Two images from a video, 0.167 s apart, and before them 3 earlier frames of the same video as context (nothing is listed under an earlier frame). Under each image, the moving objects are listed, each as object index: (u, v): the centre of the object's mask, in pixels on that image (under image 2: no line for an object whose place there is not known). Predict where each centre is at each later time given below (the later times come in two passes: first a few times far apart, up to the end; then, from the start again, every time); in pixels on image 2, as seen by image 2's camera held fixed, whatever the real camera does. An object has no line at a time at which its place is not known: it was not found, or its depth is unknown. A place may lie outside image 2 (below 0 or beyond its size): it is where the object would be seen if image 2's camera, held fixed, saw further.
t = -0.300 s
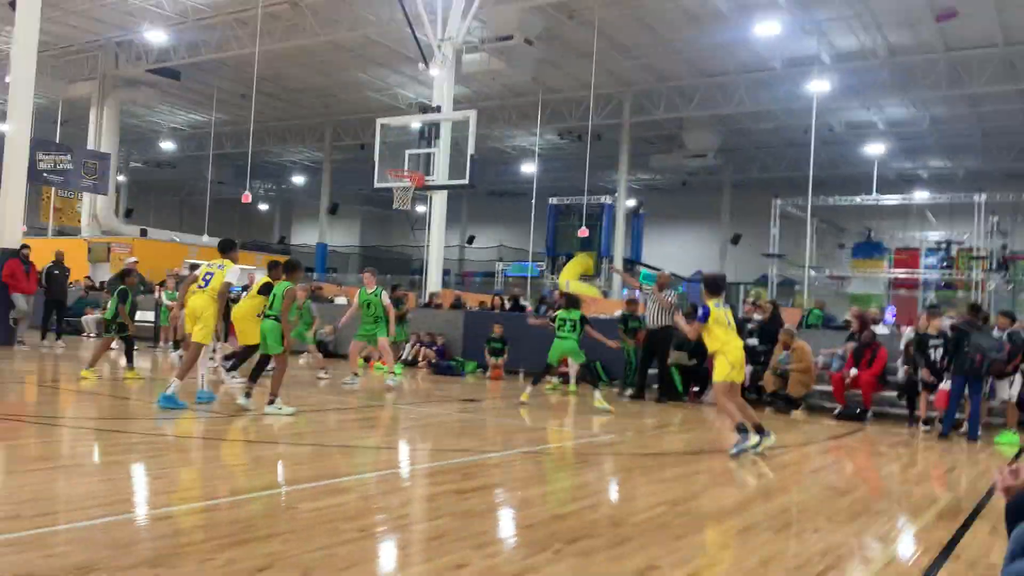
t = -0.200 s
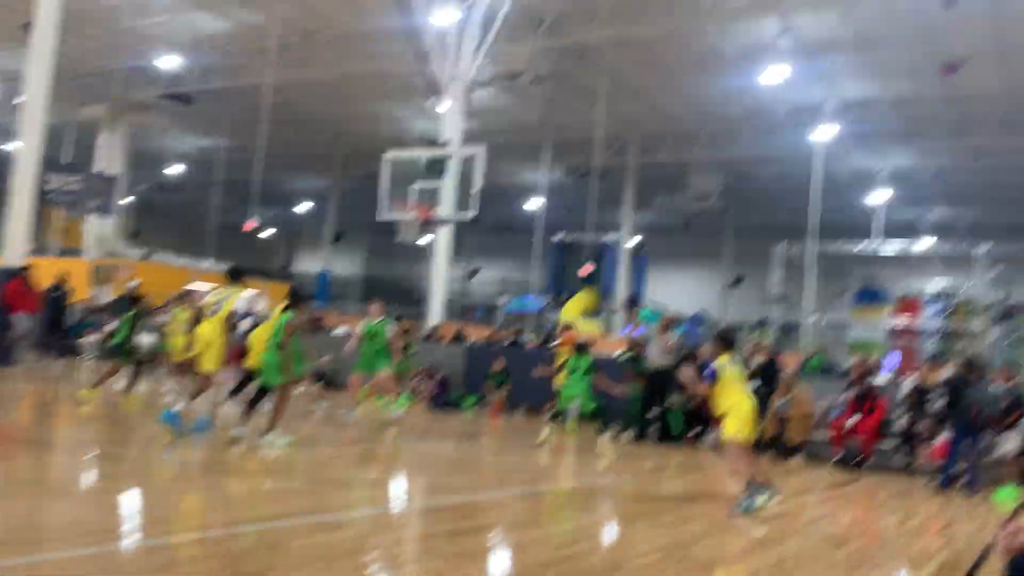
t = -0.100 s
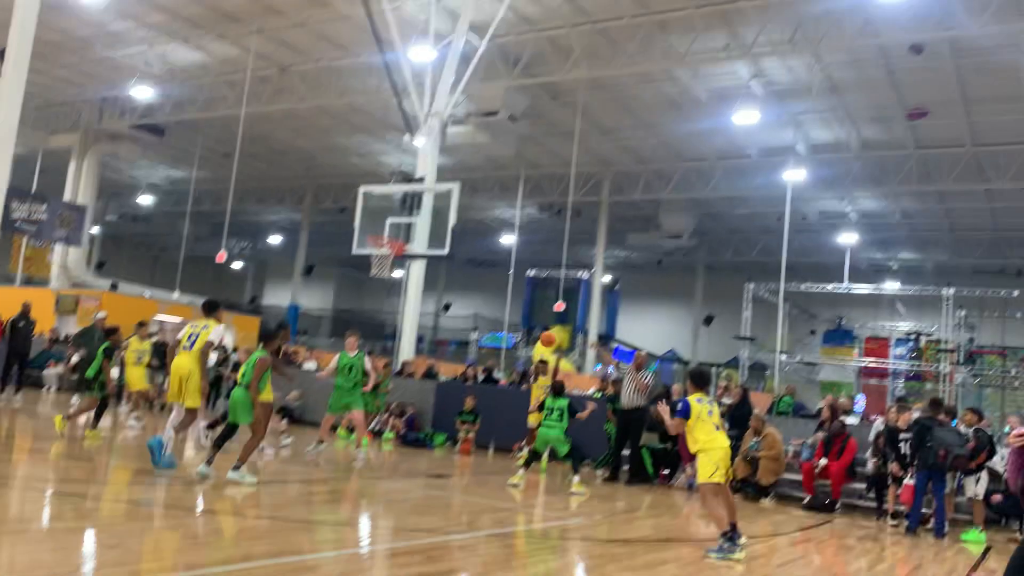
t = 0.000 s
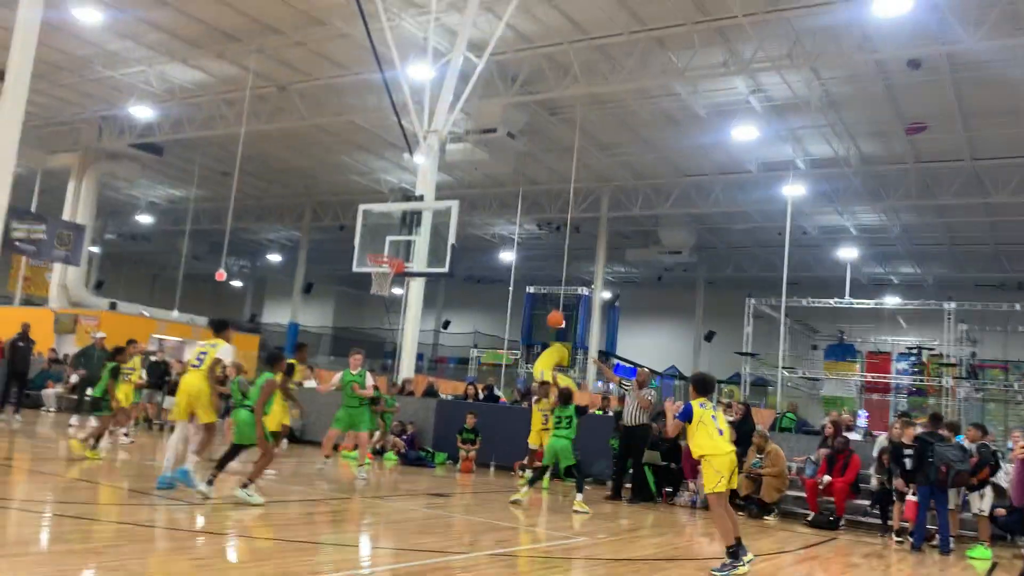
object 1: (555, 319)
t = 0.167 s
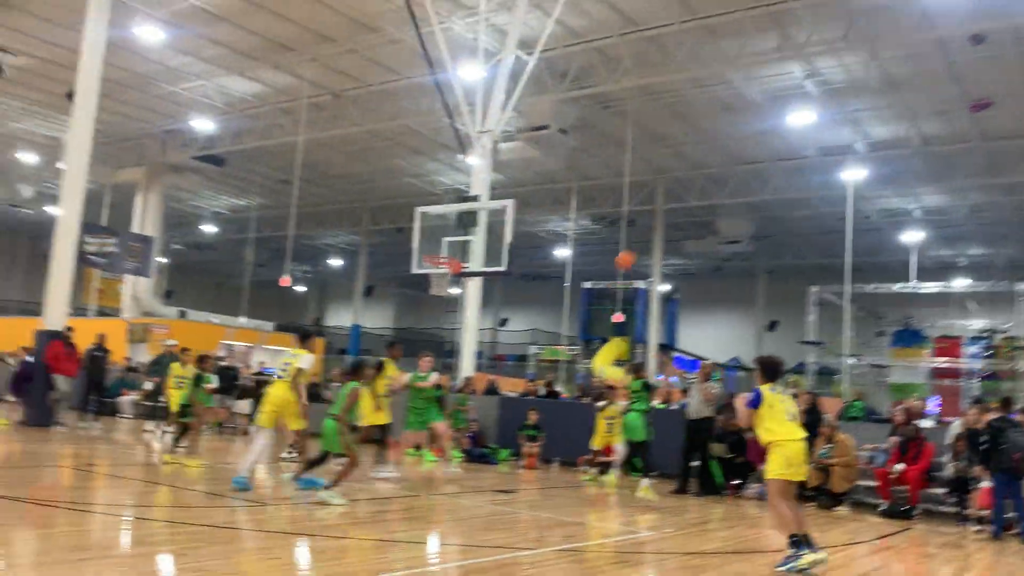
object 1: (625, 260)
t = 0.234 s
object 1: (631, 241)
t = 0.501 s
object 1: (649, 194)
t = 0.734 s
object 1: (665, 197)
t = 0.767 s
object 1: (668, 202)
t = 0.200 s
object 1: (628, 250)
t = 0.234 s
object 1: (631, 241)
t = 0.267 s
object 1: (634, 234)
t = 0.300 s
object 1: (636, 226)
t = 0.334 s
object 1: (639, 218)
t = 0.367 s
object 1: (641, 213)
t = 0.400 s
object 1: (644, 207)
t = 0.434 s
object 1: (646, 202)
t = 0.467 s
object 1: (648, 197)
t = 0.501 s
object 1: (649, 194)
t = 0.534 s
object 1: (651, 191)
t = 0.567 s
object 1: (653, 189)
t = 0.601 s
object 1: (655, 188)
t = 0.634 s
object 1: (657, 188)
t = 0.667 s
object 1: (660, 190)
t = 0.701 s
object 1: (662, 193)
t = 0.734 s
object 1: (665, 197)
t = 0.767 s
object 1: (668, 202)
